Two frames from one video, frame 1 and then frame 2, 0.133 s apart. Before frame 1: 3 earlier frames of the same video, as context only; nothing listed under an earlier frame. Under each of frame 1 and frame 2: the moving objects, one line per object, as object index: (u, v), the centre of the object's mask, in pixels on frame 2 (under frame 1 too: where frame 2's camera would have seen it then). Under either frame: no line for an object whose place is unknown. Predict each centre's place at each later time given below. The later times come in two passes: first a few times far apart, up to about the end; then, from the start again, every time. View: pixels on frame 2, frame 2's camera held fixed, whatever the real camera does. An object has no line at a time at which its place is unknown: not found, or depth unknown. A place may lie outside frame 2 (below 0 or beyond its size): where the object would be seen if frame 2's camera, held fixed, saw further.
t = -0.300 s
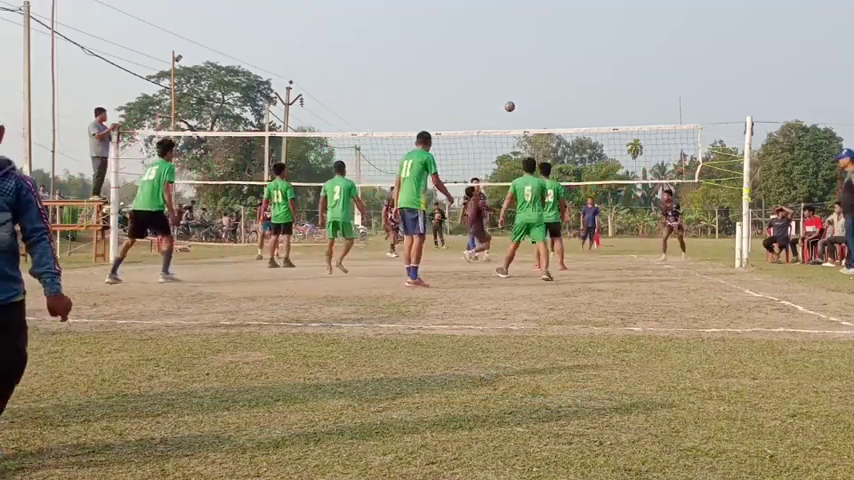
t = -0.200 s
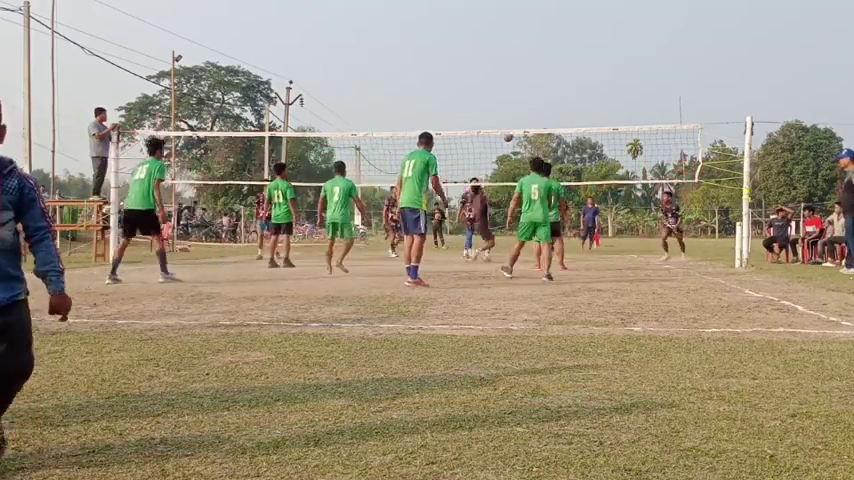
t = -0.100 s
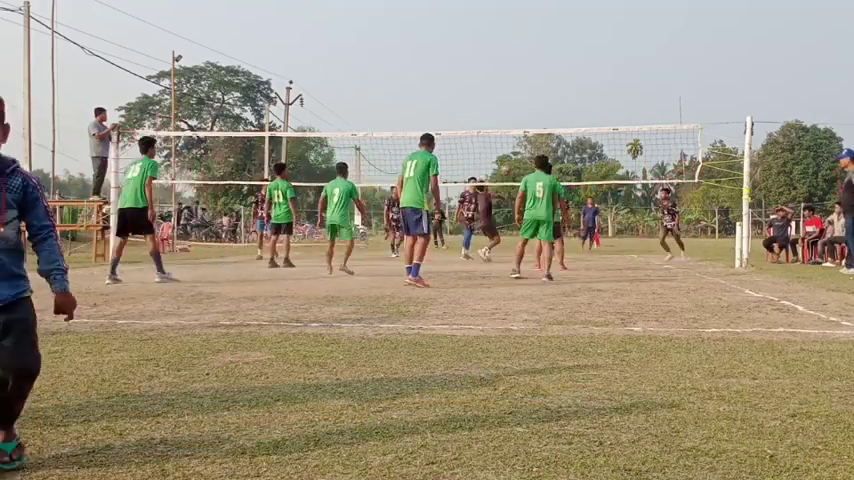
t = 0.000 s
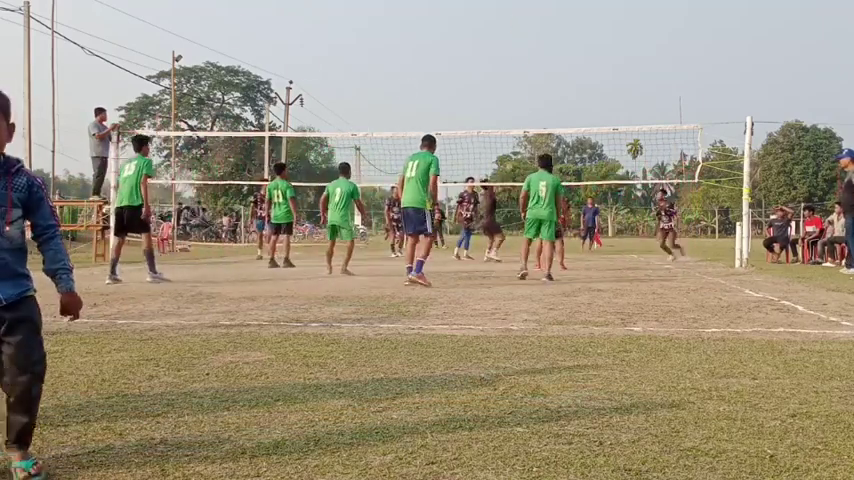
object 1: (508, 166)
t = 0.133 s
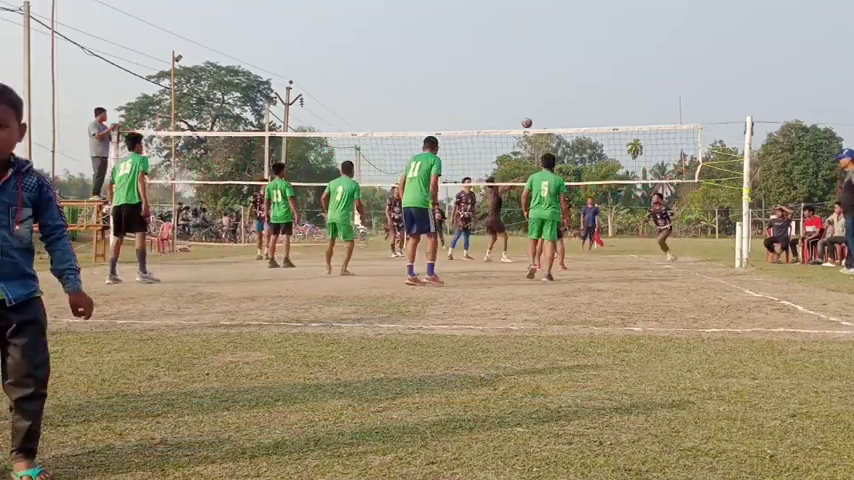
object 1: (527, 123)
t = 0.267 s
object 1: (542, 86)
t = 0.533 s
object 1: (574, 38)
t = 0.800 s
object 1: (607, 25)
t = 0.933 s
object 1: (624, 32)
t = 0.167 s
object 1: (531, 113)
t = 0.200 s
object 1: (535, 103)
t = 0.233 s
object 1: (538, 95)
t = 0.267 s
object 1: (542, 86)
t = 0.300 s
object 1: (546, 78)
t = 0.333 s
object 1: (551, 71)
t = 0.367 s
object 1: (554, 64)
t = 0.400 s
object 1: (558, 58)
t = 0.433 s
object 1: (562, 52)
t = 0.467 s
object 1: (566, 46)
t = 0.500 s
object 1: (570, 42)
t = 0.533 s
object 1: (574, 38)
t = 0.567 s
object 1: (579, 34)
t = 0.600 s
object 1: (582, 31)
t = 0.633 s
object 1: (587, 28)
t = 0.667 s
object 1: (591, 27)
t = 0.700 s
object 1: (594, 25)
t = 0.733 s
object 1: (599, 24)
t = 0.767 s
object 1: (603, 24)
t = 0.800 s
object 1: (607, 25)
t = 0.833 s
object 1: (611, 25)
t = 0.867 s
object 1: (615, 27)
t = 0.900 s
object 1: (619, 29)
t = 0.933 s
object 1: (624, 32)
